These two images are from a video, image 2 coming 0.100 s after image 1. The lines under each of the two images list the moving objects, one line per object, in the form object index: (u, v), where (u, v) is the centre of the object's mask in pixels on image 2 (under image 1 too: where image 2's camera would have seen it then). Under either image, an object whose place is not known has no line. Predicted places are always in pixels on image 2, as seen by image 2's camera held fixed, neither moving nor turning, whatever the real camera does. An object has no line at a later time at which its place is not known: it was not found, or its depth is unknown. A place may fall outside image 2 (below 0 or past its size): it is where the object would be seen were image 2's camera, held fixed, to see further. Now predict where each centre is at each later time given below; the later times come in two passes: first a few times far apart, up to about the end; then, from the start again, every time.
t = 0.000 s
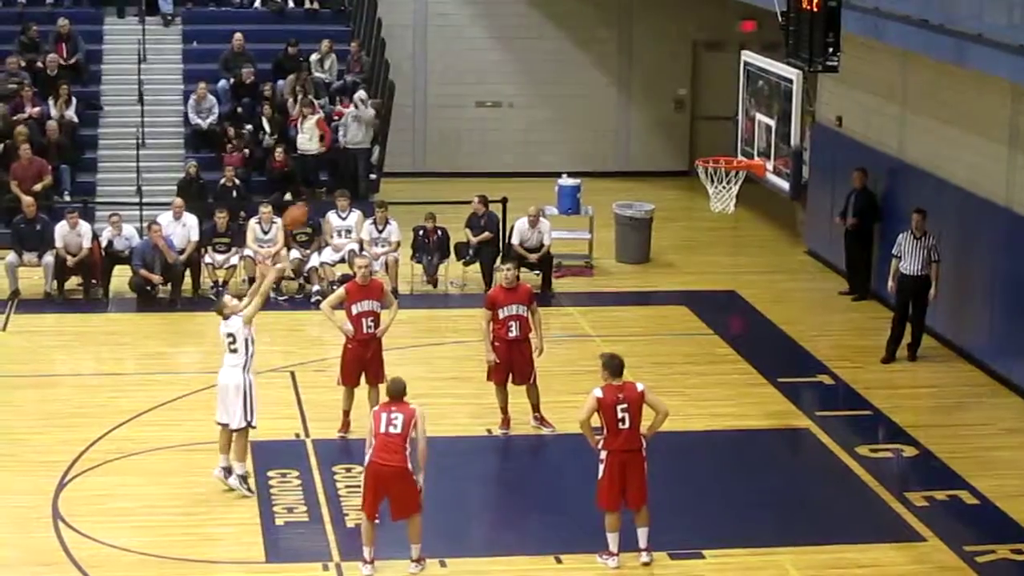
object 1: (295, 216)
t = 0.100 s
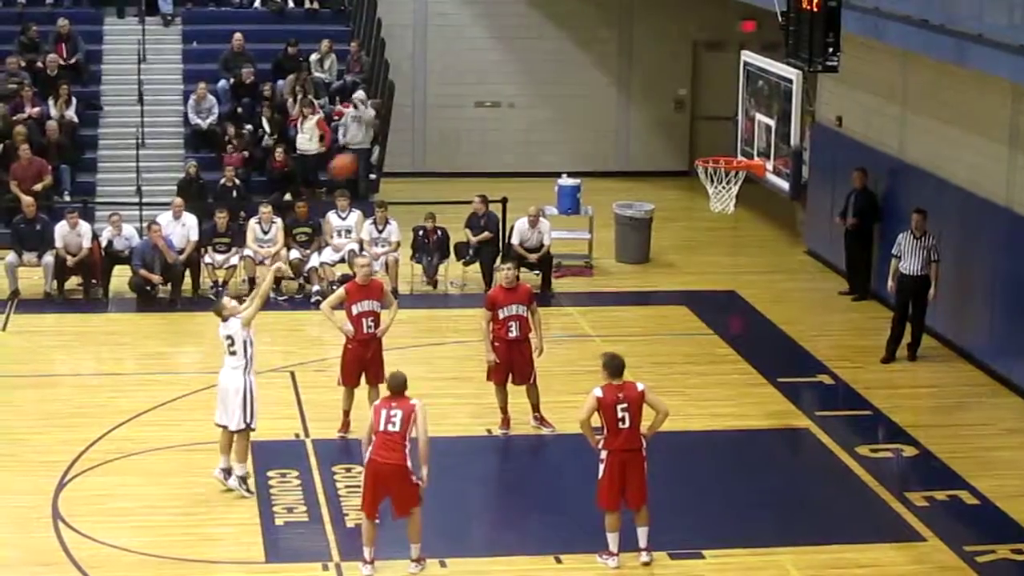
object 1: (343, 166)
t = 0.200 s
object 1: (390, 126)
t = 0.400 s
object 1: (485, 77)
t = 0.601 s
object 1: (575, 71)
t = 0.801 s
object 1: (662, 107)
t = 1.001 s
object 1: (740, 181)
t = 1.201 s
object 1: (749, 231)
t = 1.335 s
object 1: (752, 282)
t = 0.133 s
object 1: (359, 152)
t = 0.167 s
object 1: (376, 137)
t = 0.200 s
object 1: (390, 126)
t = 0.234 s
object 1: (407, 114)
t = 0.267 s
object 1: (423, 104)
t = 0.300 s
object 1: (438, 96)
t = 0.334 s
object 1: (452, 89)
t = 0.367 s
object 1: (470, 82)
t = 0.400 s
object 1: (485, 77)
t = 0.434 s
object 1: (499, 73)
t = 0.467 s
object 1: (516, 71)
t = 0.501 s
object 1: (532, 69)
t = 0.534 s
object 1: (547, 68)
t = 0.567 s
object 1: (562, 69)
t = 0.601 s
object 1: (575, 71)
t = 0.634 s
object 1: (589, 74)
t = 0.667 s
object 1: (604, 78)
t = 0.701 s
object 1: (620, 84)
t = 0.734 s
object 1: (633, 91)
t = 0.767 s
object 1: (647, 99)
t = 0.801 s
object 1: (662, 107)
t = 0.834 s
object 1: (676, 118)
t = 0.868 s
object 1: (689, 128)
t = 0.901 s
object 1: (703, 140)
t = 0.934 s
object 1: (716, 151)
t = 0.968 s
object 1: (724, 173)
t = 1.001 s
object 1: (740, 181)
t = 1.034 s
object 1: (742, 186)
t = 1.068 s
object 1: (738, 198)
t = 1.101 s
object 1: (743, 202)
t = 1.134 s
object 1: (745, 208)
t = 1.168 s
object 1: (746, 218)
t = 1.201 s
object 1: (749, 231)
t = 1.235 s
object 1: (748, 241)
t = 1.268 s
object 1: (749, 253)
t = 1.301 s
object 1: (751, 268)
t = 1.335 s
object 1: (752, 282)
